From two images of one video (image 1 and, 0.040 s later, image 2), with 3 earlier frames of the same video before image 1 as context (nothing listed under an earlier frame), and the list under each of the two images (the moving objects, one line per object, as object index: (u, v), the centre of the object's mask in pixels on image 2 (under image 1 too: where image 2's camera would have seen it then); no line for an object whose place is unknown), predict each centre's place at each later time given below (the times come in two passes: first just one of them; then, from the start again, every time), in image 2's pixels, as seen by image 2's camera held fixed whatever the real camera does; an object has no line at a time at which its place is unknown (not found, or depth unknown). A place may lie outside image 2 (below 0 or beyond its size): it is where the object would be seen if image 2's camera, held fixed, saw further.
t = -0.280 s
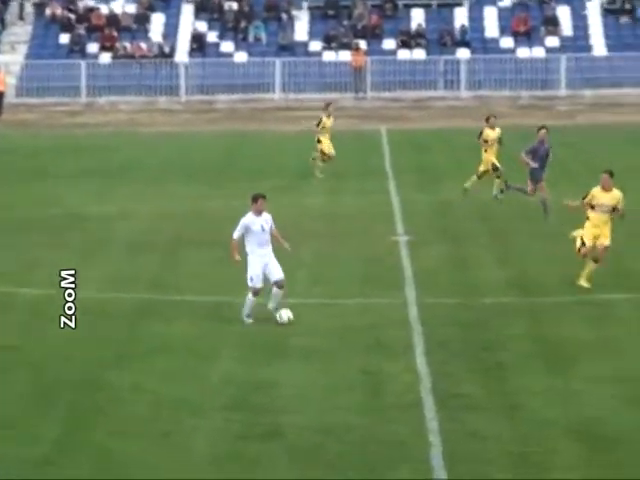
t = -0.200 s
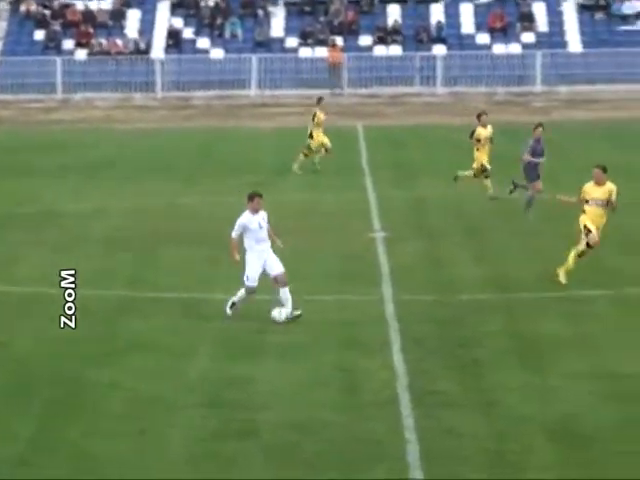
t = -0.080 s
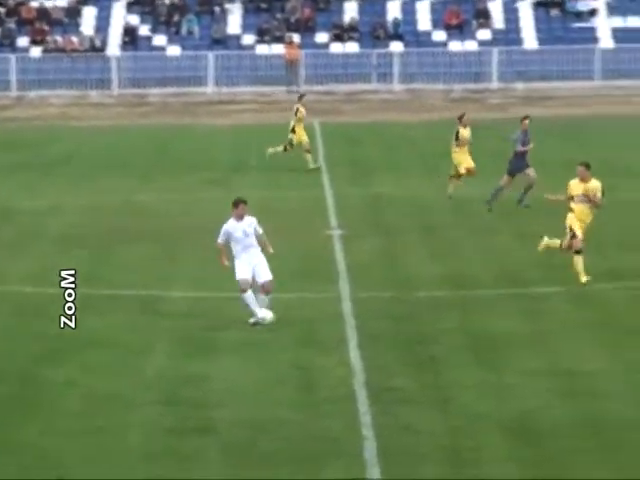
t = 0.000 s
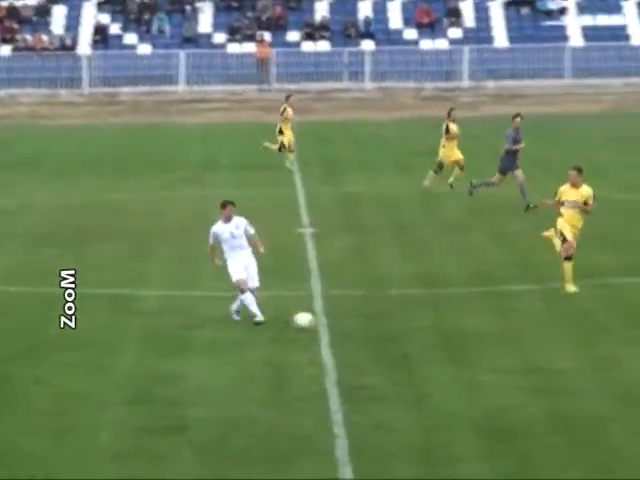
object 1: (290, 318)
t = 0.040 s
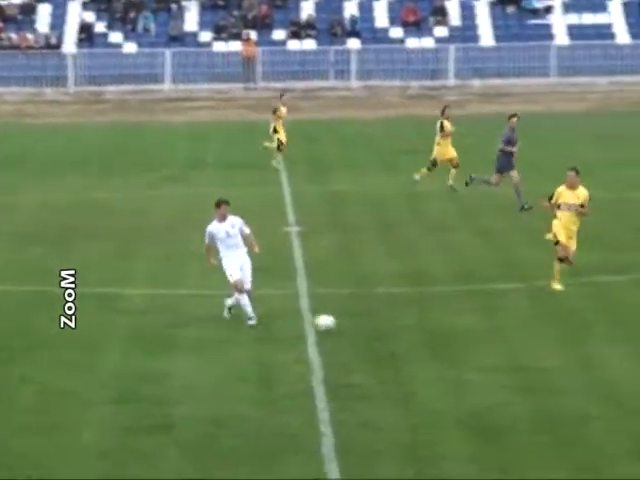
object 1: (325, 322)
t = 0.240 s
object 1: (497, 344)
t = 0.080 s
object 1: (360, 327)
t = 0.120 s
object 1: (396, 334)
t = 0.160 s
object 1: (430, 339)
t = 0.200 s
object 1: (463, 340)
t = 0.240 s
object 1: (497, 344)
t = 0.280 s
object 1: (531, 349)
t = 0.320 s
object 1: (566, 357)
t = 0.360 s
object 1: (600, 364)
